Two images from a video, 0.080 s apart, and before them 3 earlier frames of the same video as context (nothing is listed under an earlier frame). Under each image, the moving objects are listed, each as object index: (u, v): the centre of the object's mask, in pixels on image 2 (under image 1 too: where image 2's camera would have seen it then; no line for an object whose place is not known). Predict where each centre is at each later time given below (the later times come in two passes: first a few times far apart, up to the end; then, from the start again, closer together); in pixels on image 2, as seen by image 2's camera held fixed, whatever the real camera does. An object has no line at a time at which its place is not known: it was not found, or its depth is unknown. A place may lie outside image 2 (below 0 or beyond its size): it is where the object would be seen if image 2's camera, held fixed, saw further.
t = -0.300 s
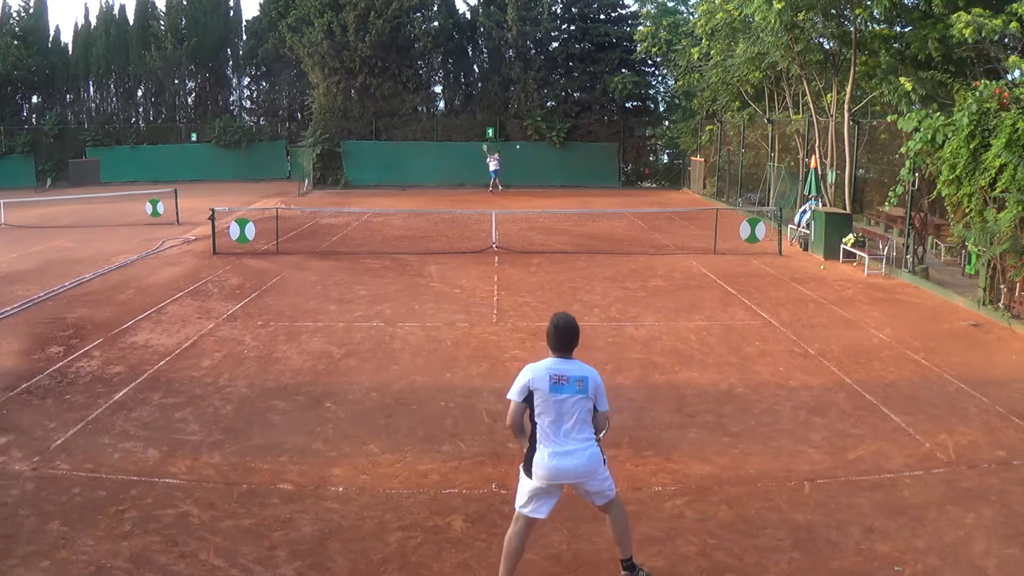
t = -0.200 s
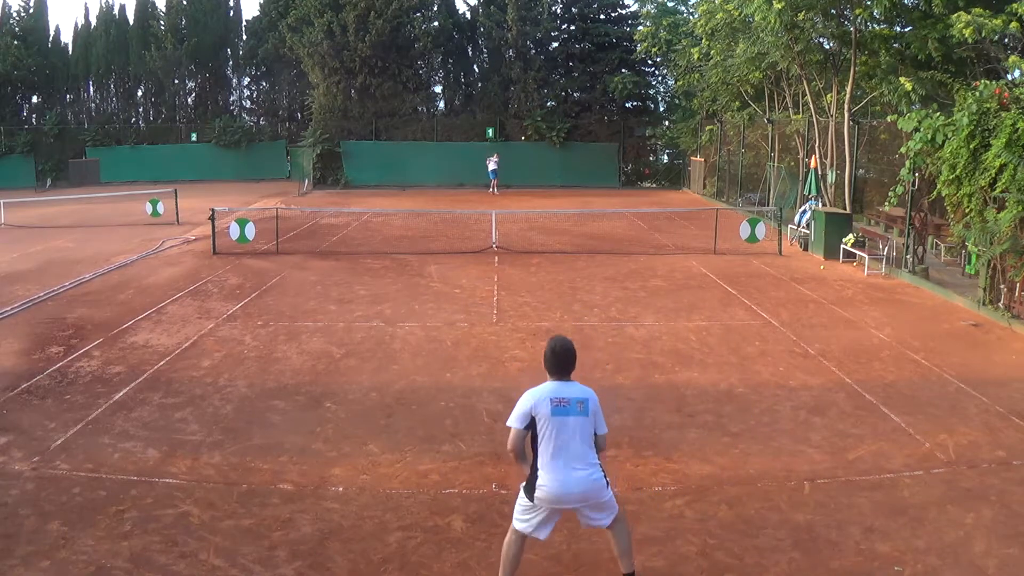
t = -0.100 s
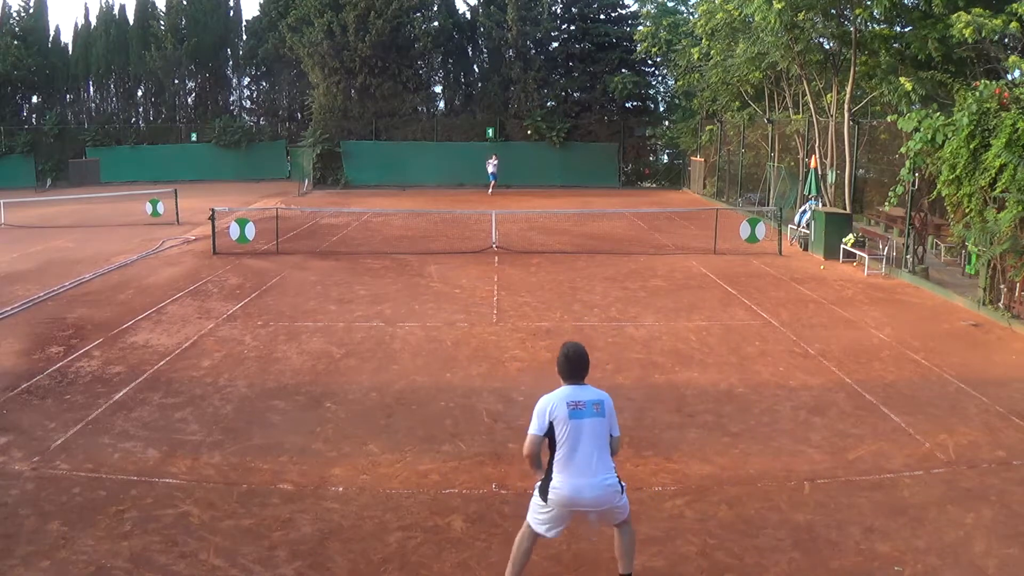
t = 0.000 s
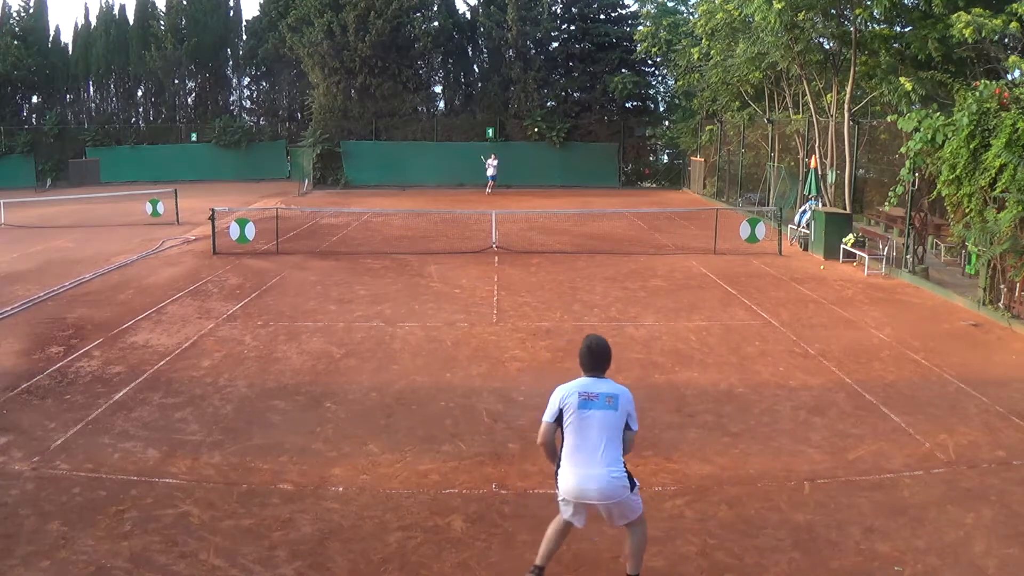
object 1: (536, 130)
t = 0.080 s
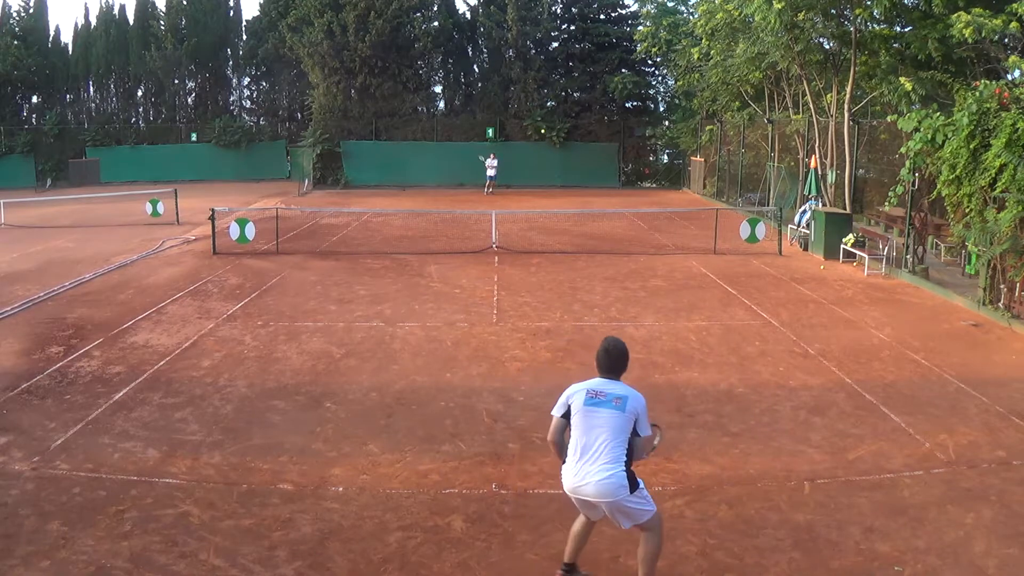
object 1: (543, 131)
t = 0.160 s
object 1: (550, 136)
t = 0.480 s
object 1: (593, 206)
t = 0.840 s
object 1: (672, 330)
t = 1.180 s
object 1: (777, 318)
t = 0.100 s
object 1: (544, 132)
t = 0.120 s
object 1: (546, 133)
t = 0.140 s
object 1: (548, 135)
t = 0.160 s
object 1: (550, 136)
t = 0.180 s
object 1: (552, 138)
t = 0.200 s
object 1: (555, 140)
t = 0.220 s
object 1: (557, 143)
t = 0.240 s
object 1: (559, 145)
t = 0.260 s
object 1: (561, 148)
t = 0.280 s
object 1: (564, 151)
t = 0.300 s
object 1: (566, 155)
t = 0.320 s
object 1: (569, 159)
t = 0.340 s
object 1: (572, 163)
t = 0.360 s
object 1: (574, 168)
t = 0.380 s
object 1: (577, 173)
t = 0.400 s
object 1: (580, 178)
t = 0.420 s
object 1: (584, 185)
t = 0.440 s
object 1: (587, 191)
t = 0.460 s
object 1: (590, 198)
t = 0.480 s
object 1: (593, 206)
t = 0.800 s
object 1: (663, 339)
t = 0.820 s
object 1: (667, 335)
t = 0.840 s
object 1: (672, 330)
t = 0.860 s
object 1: (677, 327)
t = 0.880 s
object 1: (681, 323)
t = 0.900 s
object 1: (687, 320)
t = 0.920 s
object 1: (692, 317)
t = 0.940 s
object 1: (696, 314)
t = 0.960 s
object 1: (702, 312)
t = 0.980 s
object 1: (707, 310)
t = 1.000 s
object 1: (713, 309)
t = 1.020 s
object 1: (719, 308)
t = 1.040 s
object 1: (725, 307)
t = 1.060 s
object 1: (732, 307)
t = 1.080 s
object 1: (738, 307)
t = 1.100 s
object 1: (746, 308)
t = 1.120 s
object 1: (753, 309)
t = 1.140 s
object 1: (761, 311)
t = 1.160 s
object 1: (768, 314)
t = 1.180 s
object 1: (777, 318)
